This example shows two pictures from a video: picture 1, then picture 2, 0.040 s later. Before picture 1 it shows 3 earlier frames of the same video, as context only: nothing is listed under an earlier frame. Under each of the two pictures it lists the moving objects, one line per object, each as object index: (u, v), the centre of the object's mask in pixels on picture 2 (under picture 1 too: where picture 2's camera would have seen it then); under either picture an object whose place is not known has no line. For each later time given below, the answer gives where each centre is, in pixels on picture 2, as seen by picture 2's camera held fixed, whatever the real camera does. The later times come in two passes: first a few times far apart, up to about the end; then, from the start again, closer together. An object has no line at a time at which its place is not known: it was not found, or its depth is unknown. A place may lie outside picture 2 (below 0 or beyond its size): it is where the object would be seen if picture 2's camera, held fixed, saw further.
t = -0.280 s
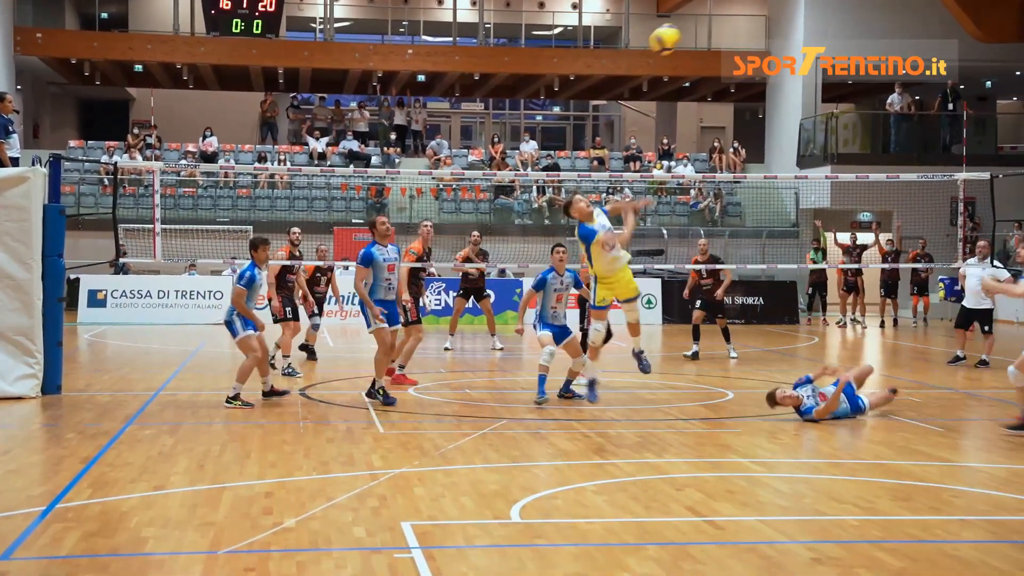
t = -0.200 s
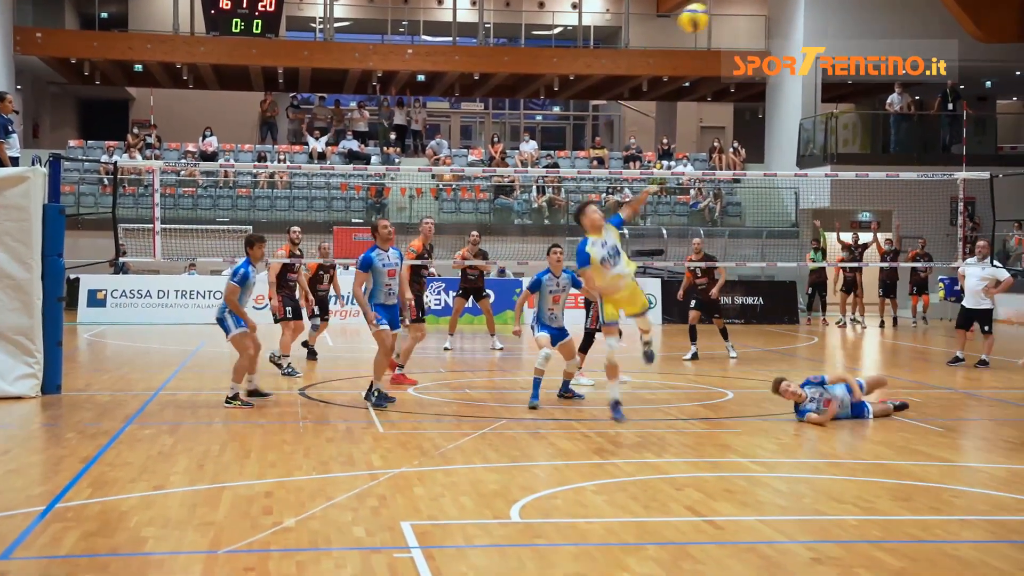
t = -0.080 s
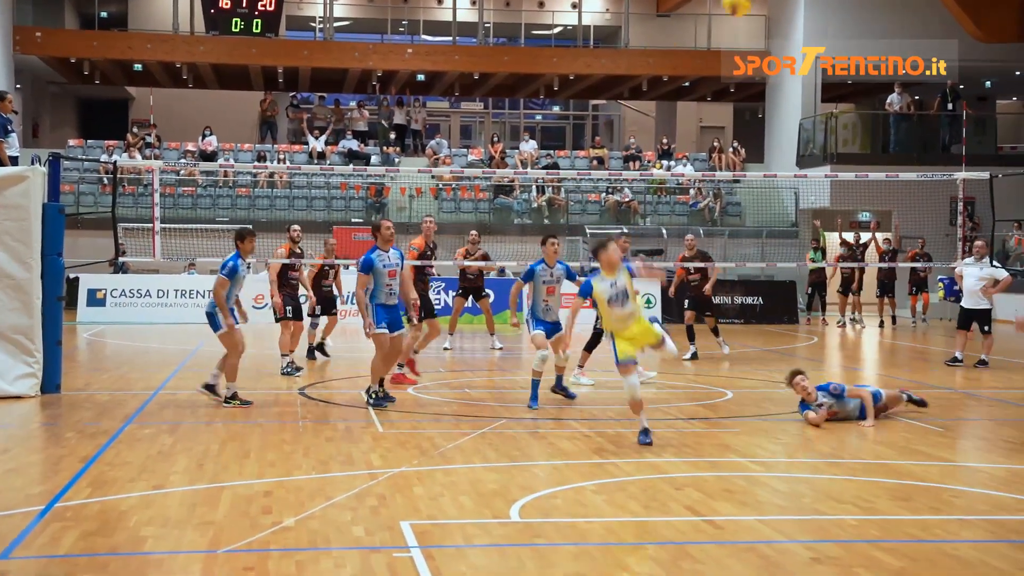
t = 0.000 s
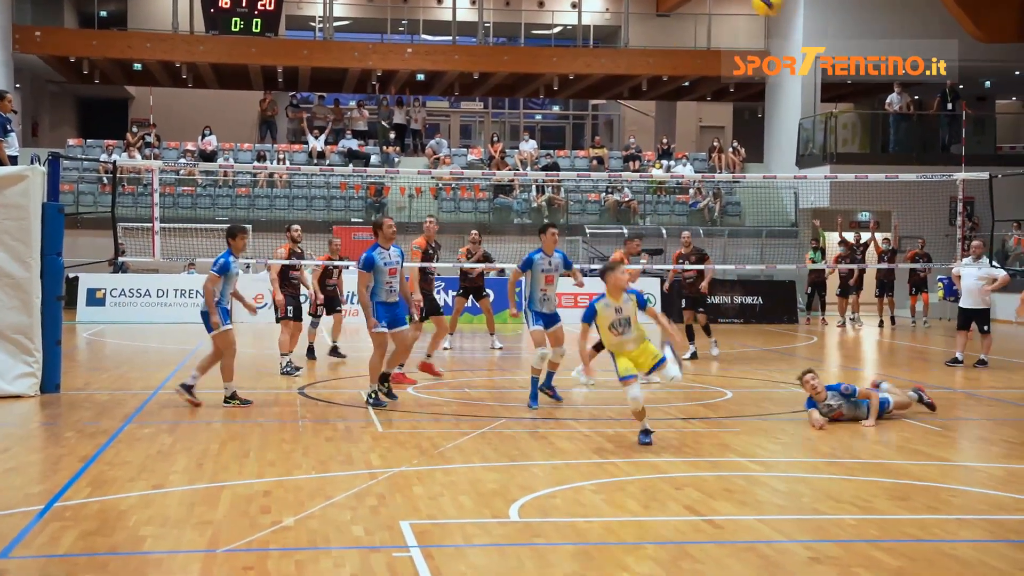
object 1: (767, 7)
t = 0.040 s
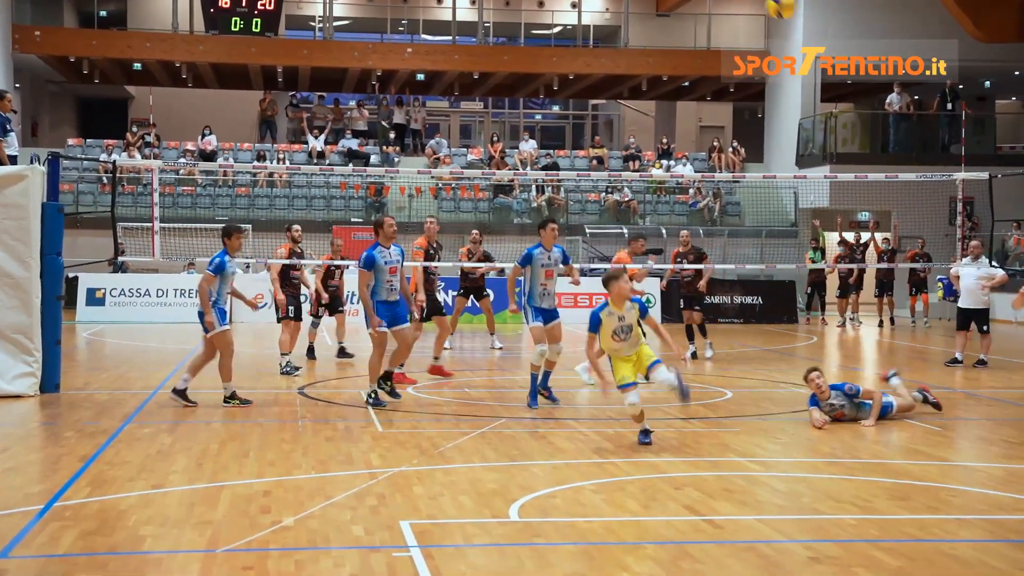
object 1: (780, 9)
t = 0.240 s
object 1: (856, 48)
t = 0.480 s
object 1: (949, 187)
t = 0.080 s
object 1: (796, 11)
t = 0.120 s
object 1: (812, 16)
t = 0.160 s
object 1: (827, 26)
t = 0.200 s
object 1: (842, 38)
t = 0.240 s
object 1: (856, 48)
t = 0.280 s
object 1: (872, 69)
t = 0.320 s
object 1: (887, 89)
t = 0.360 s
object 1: (904, 110)
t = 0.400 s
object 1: (918, 132)
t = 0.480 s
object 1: (949, 187)
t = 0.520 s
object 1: (964, 217)
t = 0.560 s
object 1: (978, 247)
